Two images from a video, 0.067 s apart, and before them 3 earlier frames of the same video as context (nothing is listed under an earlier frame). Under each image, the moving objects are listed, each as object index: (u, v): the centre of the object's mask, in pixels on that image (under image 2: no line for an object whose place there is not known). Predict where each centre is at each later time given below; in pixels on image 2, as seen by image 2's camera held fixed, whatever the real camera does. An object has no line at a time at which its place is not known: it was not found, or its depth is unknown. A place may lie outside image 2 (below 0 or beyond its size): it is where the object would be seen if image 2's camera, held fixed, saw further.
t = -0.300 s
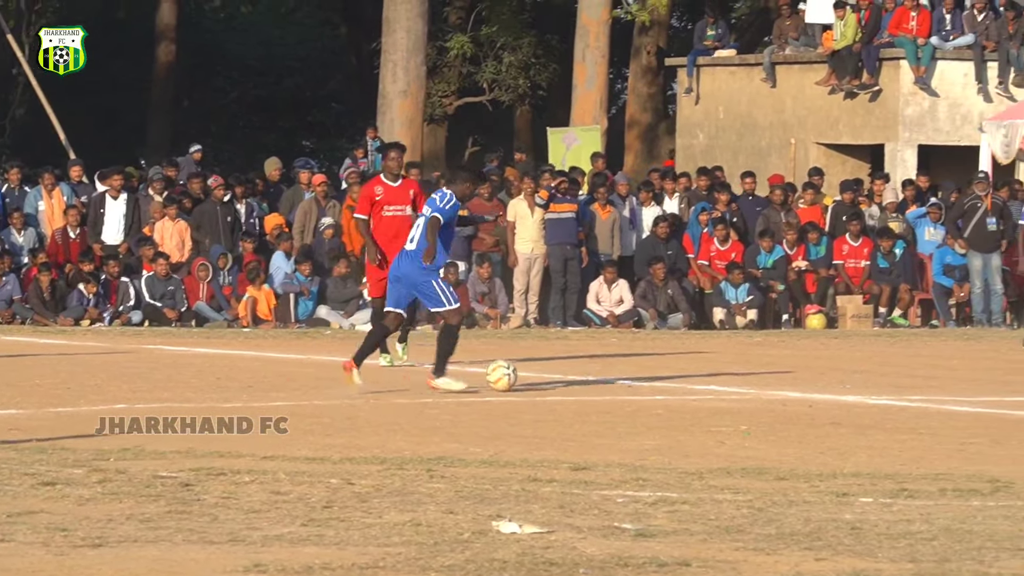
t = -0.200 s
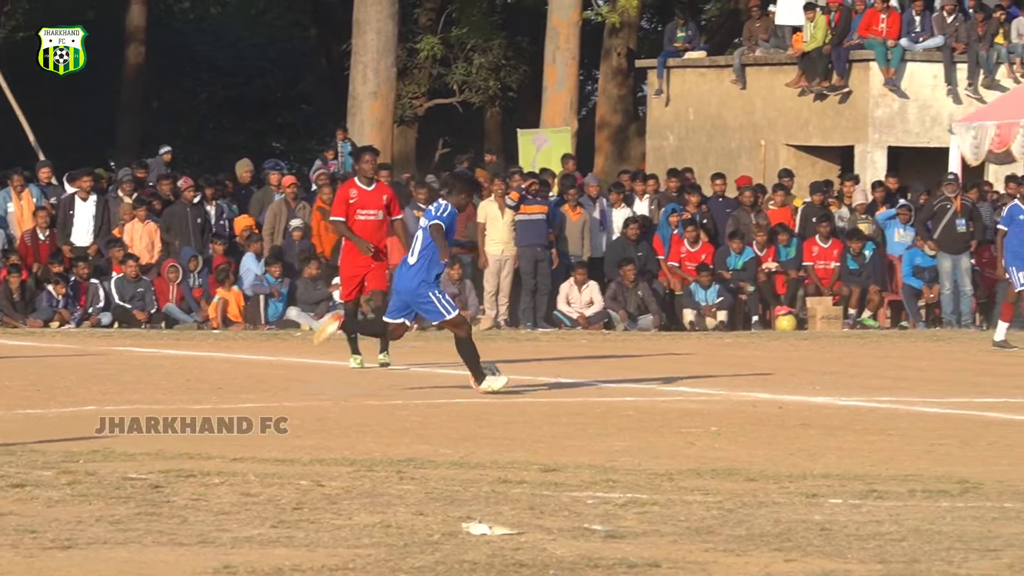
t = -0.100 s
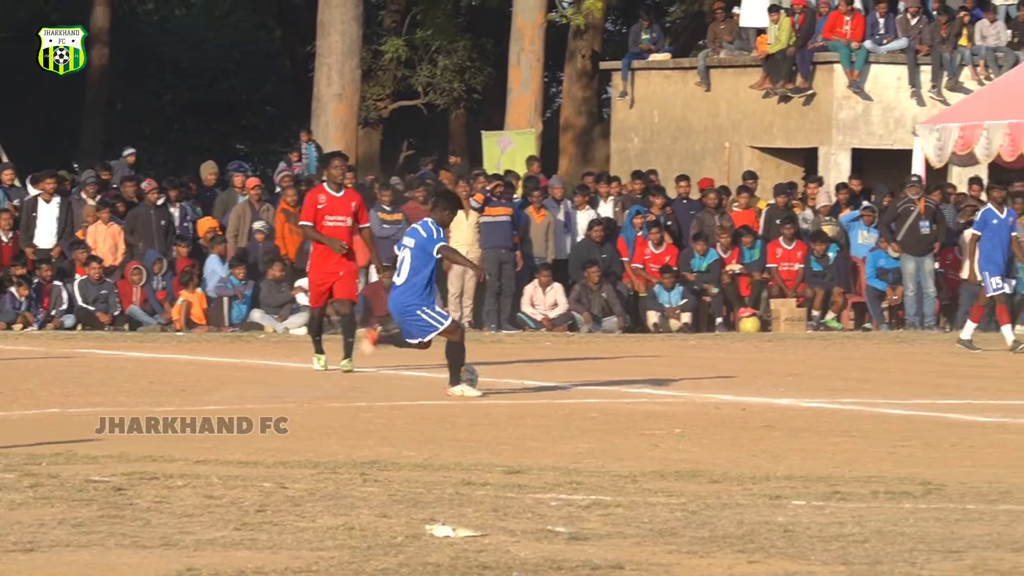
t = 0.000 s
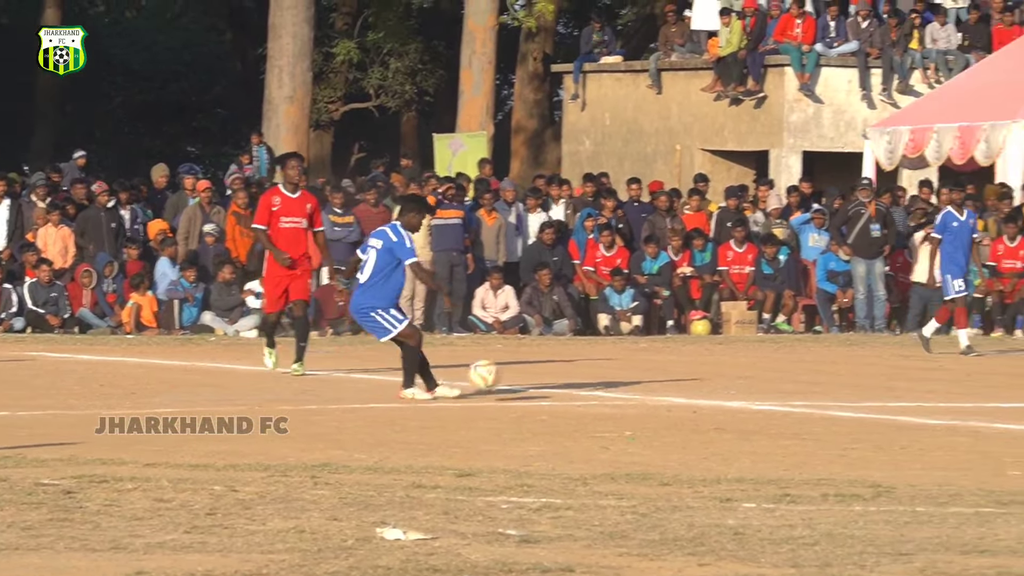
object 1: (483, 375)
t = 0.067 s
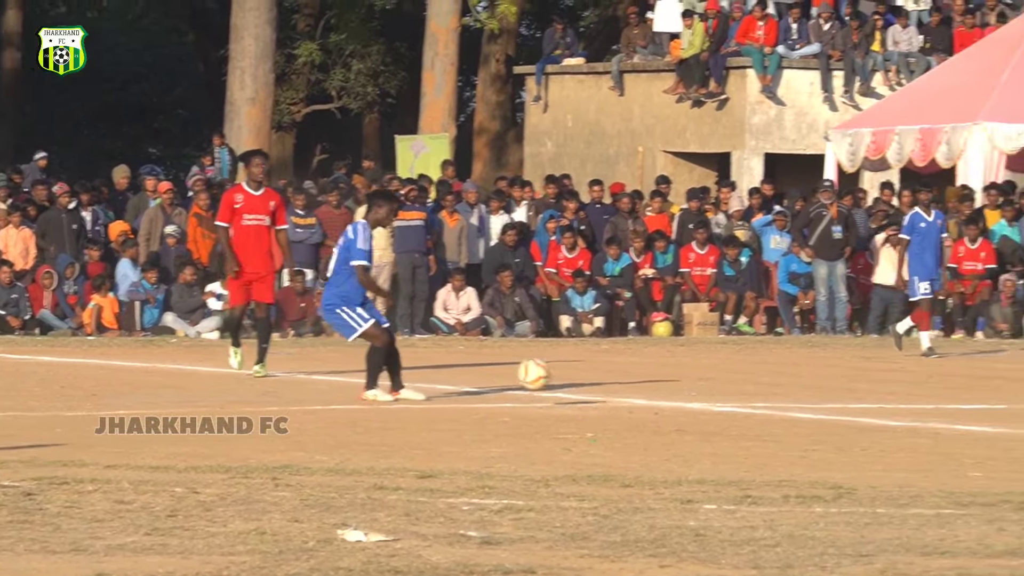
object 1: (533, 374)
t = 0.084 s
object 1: (556, 374)
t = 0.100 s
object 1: (578, 375)
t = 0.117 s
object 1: (601, 376)
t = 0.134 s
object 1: (624, 377)
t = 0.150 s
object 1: (646, 378)
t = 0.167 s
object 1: (667, 380)
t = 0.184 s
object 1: (690, 382)
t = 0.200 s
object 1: (714, 384)
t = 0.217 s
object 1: (735, 388)
